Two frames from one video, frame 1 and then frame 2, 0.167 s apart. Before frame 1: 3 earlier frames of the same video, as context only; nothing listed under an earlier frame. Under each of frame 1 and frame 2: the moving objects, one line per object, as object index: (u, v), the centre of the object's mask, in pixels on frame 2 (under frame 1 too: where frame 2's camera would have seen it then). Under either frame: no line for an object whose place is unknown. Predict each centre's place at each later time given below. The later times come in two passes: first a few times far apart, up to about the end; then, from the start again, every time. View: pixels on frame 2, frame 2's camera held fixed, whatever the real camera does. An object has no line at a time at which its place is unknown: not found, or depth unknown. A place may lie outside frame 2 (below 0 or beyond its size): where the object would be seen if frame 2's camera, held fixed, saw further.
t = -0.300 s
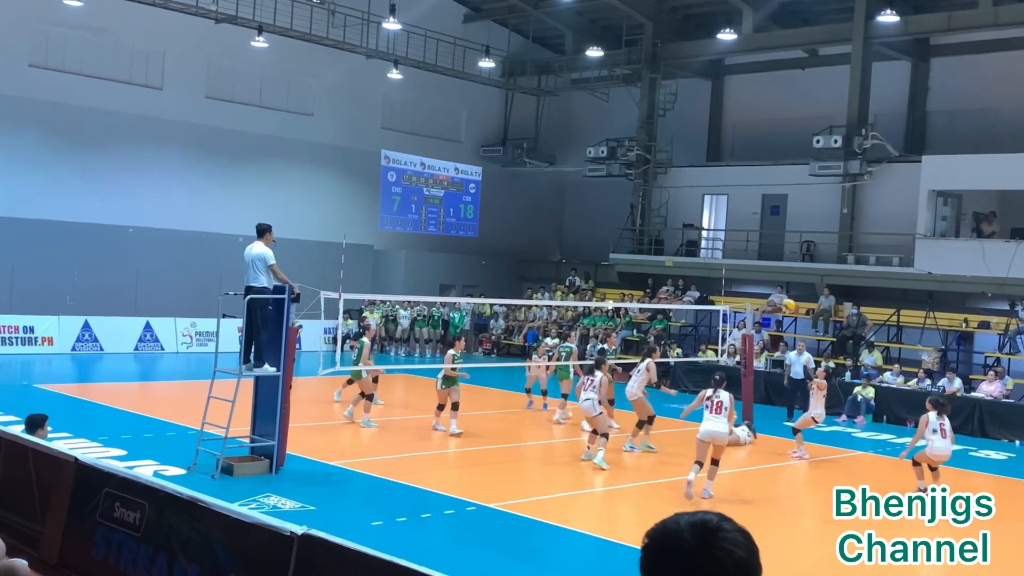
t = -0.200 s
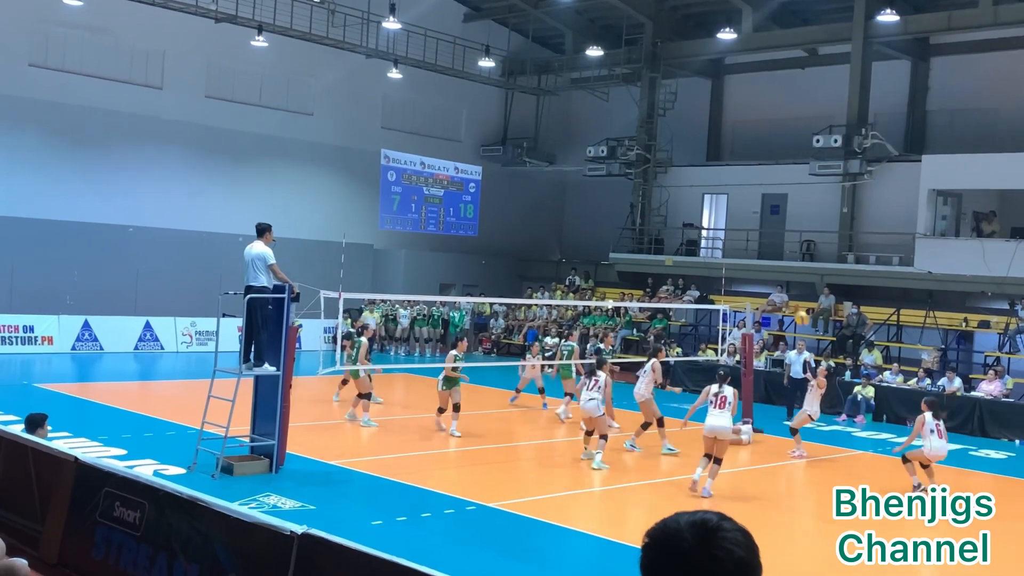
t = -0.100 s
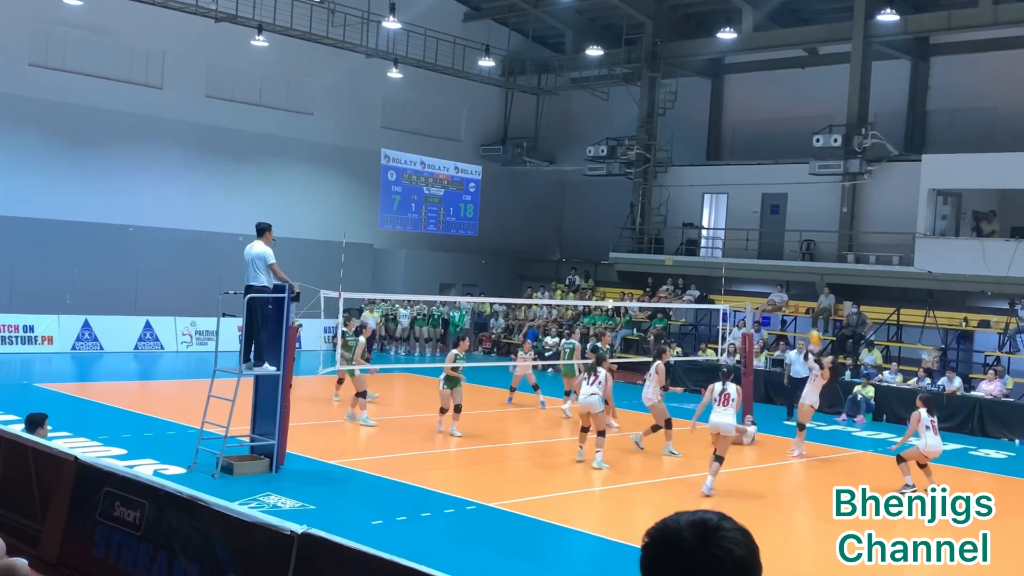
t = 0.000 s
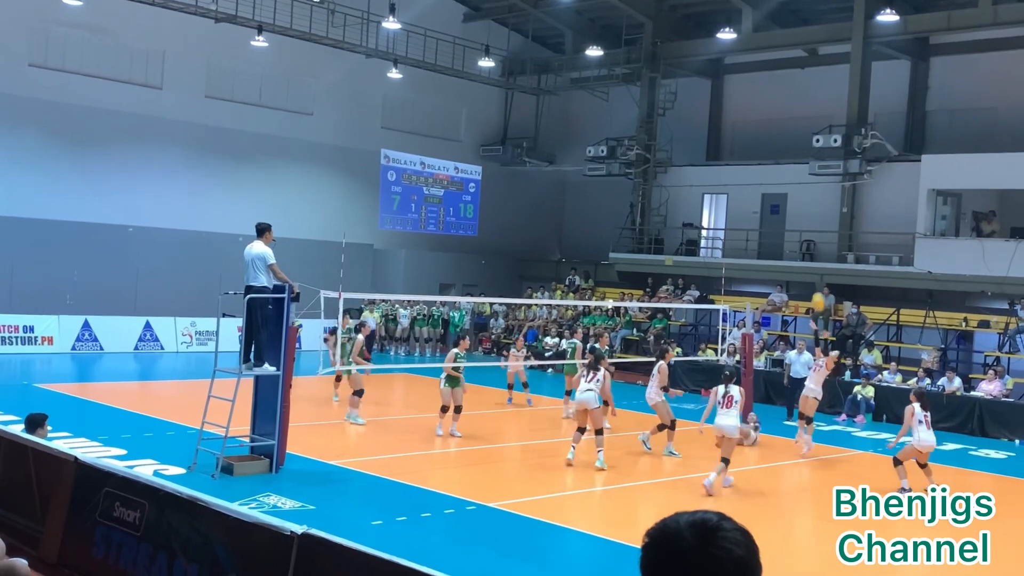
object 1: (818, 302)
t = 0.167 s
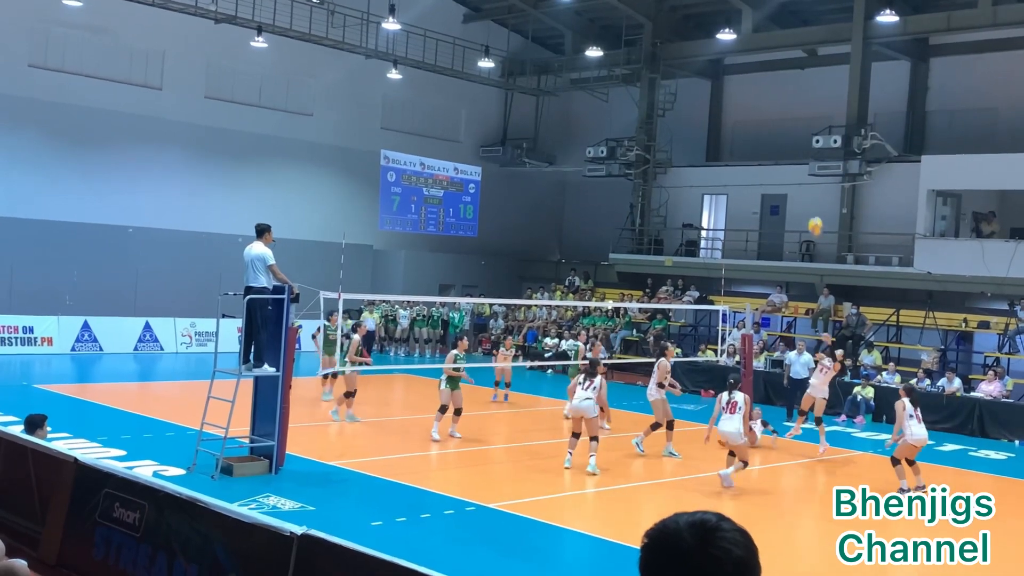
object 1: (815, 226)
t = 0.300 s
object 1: (812, 177)
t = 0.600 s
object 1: (802, 105)
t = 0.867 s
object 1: (789, 90)
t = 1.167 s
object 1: (770, 131)
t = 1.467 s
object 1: (746, 238)
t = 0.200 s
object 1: (815, 213)
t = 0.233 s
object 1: (814, 200)
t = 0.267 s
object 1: (813, 188)
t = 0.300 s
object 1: (812, 177)
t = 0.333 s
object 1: (811, 166)
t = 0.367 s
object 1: (810, 156)
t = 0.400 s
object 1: (809, 146)
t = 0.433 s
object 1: (807, 138)
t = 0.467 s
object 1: (807, 130)
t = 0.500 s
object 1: (805, 123)
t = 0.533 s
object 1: (804, 116)
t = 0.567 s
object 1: (803, 110)
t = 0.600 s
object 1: (802, 105)
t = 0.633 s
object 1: (800, 100)
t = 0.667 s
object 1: (799, 96)
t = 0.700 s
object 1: (797, 93)
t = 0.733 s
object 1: (796, 91)
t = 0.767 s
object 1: (794, 90)
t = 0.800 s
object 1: (793, 89)
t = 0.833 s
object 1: (791, 89)
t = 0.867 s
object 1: (789, 90)
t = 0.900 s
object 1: (787, 91)
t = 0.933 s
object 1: (785, 93)
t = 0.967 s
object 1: (783, 96)
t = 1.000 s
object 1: (781, 100)
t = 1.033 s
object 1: (779, 105)
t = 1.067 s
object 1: (776, 110)
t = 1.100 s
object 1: (774, 116)
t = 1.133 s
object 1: (772, 123)
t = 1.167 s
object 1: (770, 131)
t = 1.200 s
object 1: (767, 140)
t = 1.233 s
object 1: (765, 149)
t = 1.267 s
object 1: (763, 159)
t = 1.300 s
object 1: (760, 171)
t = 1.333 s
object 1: (758, 182)
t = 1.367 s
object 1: (755, 195)
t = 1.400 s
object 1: (753, 208)
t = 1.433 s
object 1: (750, 223)
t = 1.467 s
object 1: (746, 238)
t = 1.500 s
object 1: (743, 253)
